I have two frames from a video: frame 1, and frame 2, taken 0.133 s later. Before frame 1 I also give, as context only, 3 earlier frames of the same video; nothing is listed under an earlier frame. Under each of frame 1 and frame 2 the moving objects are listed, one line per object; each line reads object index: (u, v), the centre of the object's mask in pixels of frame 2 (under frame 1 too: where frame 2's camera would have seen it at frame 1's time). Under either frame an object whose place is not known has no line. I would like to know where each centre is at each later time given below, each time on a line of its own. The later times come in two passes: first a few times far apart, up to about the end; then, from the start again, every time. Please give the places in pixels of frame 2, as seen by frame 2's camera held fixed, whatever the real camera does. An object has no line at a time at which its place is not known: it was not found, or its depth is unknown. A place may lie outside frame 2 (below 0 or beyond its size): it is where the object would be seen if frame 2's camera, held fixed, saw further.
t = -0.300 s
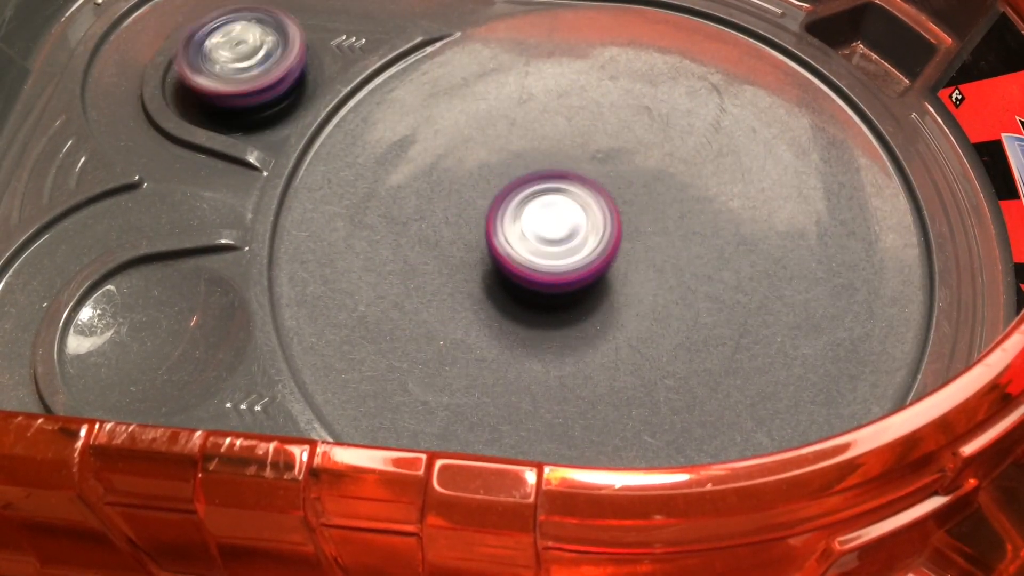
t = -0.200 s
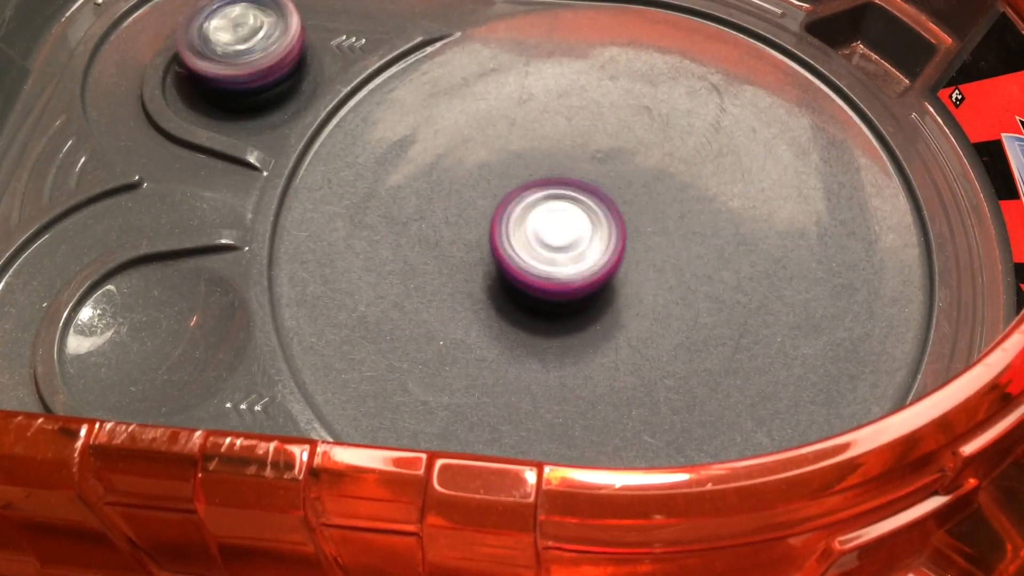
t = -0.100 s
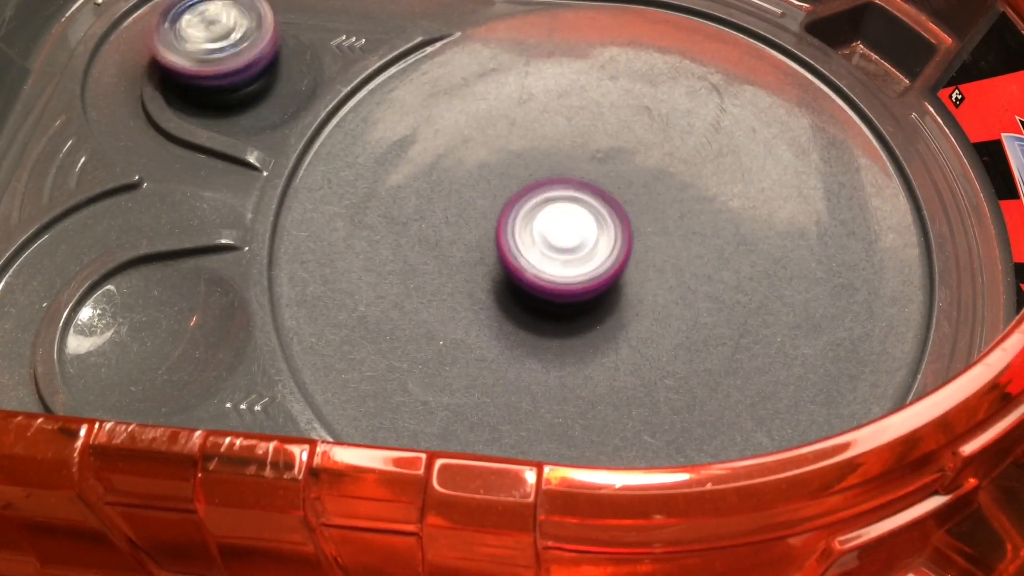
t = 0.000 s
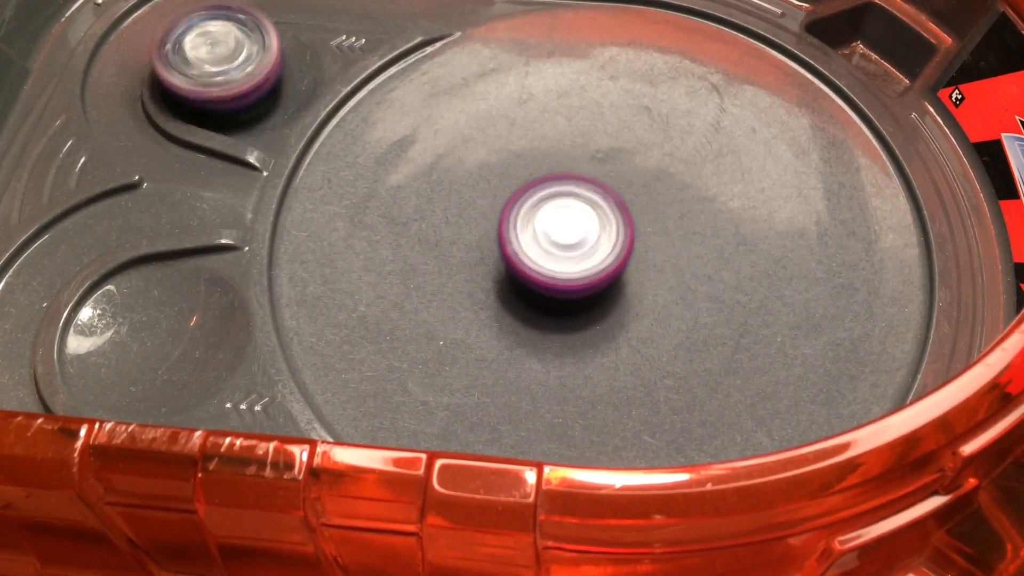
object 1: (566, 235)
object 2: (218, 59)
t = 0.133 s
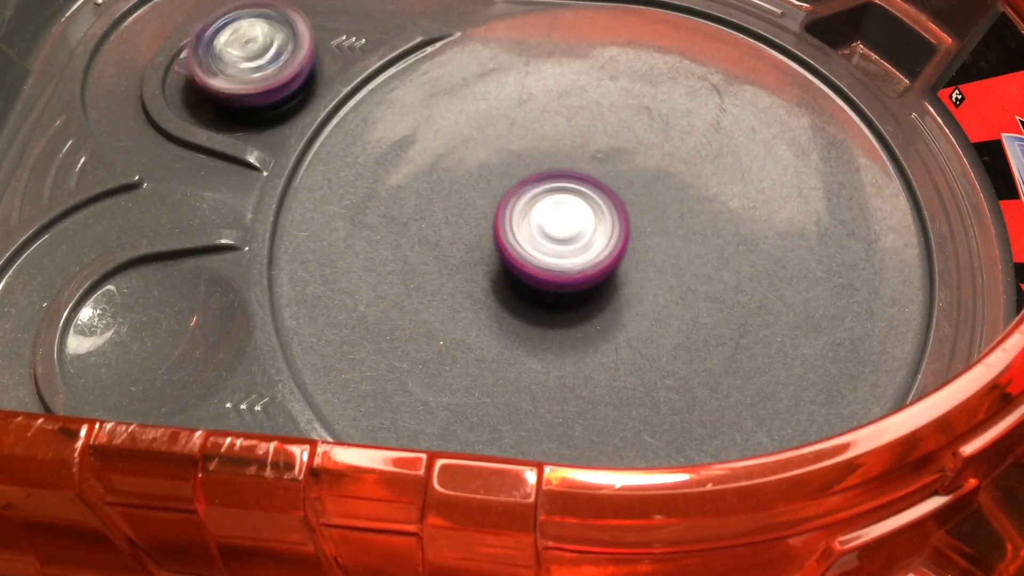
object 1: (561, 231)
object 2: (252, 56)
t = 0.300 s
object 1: (556, 228)
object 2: (221, 42)
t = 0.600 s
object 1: (556, 231)
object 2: (247, 53)
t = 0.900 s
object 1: (557, 232)
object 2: (230, 60)
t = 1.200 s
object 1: (558, 237)
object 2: (211, 54)
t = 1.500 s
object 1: (560, 239)
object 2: (230, 43)
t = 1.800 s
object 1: (559, 237)
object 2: (255, 49)
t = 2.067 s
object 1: (557, 236)
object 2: (237, 61)
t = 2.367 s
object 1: (559, 235)
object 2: (228, 51)
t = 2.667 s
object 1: (559, 235)
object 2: (217, 51)
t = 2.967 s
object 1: (559, 234)
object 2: (219, 45)
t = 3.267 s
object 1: (560, 237)
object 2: (237, 40)
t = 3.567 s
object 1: (558, 239)
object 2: (252, 50)
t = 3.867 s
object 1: (561, 241)
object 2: (245, 56)
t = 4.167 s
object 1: (558, 241)
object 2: (214, 57)
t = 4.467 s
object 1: (558, 242)
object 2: (224, 42)
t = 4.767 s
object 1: (558, 243)
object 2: (246, 50)
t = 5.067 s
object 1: (559, 243)
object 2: (222, 62)
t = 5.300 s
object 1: (558, 243)
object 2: (232, 44)
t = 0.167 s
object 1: (560, 229)
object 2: (253, 51)
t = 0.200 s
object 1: (558, 229)
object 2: (249, 47)
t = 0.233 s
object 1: (558, 229)
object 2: (242, 43)
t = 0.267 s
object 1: (557, 228)
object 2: (233, 42)
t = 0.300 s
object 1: (556, 228)
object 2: (221, 42)
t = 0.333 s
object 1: (555, 228)
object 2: (212, 45)
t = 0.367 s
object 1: (555, 228)
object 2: (214, 50)
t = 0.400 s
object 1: (555, 229)
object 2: (221, 58)
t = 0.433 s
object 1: (554, 230)
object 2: (229, 65)
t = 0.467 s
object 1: (554, 230)
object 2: (238, 67)
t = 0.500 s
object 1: (555, 231)
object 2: (243, 66)
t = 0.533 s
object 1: (555, 231)
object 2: (249, 63)
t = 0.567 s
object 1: (556, 231)
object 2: (248, 59)
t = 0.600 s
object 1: (556, 231)
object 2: (247, 53)
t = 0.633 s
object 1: (556, 231)
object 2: (243, 50)
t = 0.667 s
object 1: (556, 231)
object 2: (238, 48)
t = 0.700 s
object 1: (556, 232)
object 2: (233, 49)
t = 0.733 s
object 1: (556, 231)
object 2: (226, 51)
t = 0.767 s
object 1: (556, 231)
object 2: (220, 53)
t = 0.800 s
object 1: (557, 231)
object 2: (217, 57)
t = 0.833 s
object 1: (557, 232)
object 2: (217, 61)
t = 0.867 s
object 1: (557, 232)
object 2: (223, 61)
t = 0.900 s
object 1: (557, 232)
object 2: (230, 60)
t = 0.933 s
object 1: (557, 232)
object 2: (235, 58)
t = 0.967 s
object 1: (557, 233)
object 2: (239, 54)
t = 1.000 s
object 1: (557, 233)
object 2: (239, 50)
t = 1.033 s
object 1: (557, 234)
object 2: (235, 48)
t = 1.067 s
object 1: (558, 234)
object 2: (229, 45)
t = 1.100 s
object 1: (558, 235)
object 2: (221, 45)
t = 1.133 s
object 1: (558, 235)
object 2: (215, 46)
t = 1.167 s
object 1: (558, 236)
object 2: (210, 49)
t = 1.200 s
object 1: (558, 237)
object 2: (211, 54)
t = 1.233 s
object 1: (558, 237)
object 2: (220, 57)
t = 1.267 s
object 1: (558, 237)
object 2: (232, 58)
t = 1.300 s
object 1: (558, 238)
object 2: (241, 56)
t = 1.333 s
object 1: (558, 238)
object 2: (250, 52)
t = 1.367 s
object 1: (559, 239)
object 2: (253, 49)
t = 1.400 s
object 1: (559, 239)
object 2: (253, 46)
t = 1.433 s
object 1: (559, 239)
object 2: (248, 43)
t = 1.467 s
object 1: (559, 239)
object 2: (240, 43)
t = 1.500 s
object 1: (560, 239)
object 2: (230, 43)
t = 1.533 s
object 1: (561, 239)
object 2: (221, 44)
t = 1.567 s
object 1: (561, 238)
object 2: (215, 49)
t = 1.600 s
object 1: (561, 237)
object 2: (212, 54)
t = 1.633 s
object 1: (561, 236)
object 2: (219, 58)
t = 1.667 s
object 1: (560, 237)
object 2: (231, 63)
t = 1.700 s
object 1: (560, 236)
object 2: (242, 61)
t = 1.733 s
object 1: (559, 236)
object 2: (251, 58)
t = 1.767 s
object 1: (559, 236)
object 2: (255, 53)
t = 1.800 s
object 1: (559, 237)
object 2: (255, 49)
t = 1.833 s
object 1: (559, 236)
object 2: (250, 45)
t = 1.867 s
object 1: (559, 236)
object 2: (239, 43)
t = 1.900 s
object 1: (559, 236)
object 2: (227, 43)
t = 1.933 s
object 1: (559, 236)
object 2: (218, 44)
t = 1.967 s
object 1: (559, 235)
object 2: (211, 49)
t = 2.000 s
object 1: (558, 235)
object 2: (217, 54)
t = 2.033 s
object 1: (558, 235)
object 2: (228, 60)
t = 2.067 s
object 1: (557, 236)
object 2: (237, 61)
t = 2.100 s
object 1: (558, 236)
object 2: (245, 61)
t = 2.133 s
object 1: (558, 236)
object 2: (251, 56)
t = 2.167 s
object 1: (559, 236)
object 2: (253, 50)
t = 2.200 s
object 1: (558, 236)
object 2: (249, 47)
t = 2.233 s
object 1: (558, 235)
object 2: (239, 43)
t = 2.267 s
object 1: (558, 235)
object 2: (229, 43)
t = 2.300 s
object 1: (558, 235)
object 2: (217, 44)
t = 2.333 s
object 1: (559, 235)
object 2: (220, 47)
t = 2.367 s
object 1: (559, 235)
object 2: (228, 51)
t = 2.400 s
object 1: (559, 235)
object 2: (232, 55)
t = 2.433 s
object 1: (558, 234)
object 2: (239, 55)
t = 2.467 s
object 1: (558, 235)
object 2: (244, 55)
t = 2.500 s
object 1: (559, 235)
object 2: (247, 52)
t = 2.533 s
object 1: (559, 235)
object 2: (248, 50)
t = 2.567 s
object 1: (559, 234)
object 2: (242, 47)
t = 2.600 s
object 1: (559, 235)
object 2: (233, 45)
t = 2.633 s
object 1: (558, 235)
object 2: (224, 48)
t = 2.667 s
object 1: (559, 235)
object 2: (217, 51)
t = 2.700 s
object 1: (558, 235)
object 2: (213, 53)
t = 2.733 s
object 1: (558, 235)
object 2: (219, 56)
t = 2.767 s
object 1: (559, 235)
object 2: (227, 58)
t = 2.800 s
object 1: (559, 235)
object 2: (235, 58)
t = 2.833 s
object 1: (559, 235)
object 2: (242, 54)
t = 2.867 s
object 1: (559, 235)
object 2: (242, 50)
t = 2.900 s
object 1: (559, 235)
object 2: (238, 46)
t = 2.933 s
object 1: (559, 235)
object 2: (229, 44)
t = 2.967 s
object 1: (559, 234)
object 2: (219, 45)
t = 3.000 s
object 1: (560, 235)
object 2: (213, 48)
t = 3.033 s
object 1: (559, 235)
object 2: (212, 54)
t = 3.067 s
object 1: (559, 235)
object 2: (224, 59)
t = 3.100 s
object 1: (560, 235)
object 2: (234, 59)
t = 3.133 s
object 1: (560, 236)
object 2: (246, 55)
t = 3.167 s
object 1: (559, 236)
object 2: (251, 50)
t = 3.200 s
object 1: (560, 235)
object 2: (252, 45)
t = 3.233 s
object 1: (560, 235)
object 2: (248, 41)
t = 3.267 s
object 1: (560, 237)
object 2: (237, 40)
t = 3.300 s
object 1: (558, 236)
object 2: (226, 42)
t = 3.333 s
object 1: (558, 236)
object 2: (216, 45)
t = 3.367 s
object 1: (558, 235)
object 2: (212, 51)
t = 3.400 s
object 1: (557, 236)
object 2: (212, 57)
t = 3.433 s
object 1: (556, 238)
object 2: (220, 62)
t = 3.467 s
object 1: (556, 239)
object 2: (231, 64)
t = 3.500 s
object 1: (556, 240)
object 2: (243, 62)
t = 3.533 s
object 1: (556, 240)
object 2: (250, 56)
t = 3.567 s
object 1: (558, 239)
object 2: (252, 50)
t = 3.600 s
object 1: (558, 241)
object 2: (249, 45)
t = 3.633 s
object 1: (559, 242)
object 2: (239, 43)
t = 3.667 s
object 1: (560, 243)
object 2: (230, 43)
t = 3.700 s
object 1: (560, 242)
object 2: (218, 42)
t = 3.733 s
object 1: (560, 242)
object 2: (211, 46)
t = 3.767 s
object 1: (561, 241)
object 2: (214, 51)
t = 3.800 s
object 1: (561, 241)
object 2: (226, 56)
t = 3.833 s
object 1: (562, 240)
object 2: (235, 57)
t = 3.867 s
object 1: (561, 241)
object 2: (245, 56)
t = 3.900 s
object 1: (560, 241)
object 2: (250, 53)
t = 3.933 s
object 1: (560, 240)
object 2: (254, 49)
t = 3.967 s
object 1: (560, 241)
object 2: (254, 45)
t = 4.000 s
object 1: (560, 242)
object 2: (249, 43)
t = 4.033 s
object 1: (560, 242)
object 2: (239, 44)
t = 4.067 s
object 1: (560, 242)
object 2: (230, 45)
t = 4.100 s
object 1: (559, 242)
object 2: (221, 49)
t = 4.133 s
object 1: (558, 241)
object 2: (216, 52)
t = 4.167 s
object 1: (558, 241)
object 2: (214, 57)
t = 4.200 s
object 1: (558, 241)
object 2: (219, 61)
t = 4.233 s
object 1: (558, 241)
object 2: (226, 63)
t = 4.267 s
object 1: (558, 241)
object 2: (234, 62)
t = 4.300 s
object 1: (559, 241)
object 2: (237, 58)
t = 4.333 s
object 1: (559, 241)
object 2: (240, 54)
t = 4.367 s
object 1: (558, 242)
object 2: (238, 50)
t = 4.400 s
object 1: (558, 242)
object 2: (236, 47)
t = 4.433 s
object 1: (558, 242)
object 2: (229, 45)
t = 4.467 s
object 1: (558, 242)
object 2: (224, 42)
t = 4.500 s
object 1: (558, 242)
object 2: (217, 47)
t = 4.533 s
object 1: (558, 242)
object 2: (215, 48)
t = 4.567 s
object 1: (558, 242)
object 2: (214, 52)
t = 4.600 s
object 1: (558, 242)
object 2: (218, 54)
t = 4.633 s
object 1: (558, 243)
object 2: (223, 57)
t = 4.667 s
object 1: (558, 242)
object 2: (230, 57)
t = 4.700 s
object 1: (558, 242)
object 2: (236, 56)
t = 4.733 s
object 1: (558, 243)
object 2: (243, 53)
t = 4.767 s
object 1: (558, 243)
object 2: (246, 50)
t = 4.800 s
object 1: (558, 243)
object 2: (245, 48)
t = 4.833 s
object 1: (558, 243)
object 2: (242, 46)
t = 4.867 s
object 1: (558, 243)
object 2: (234, 45)
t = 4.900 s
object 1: (558, 243)
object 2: (230, 45)
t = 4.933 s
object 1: (559, 243)
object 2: (223, 48)
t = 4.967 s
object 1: (558, 243)
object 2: (221, 49)
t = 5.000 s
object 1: (558, 243)
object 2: (217, 54)
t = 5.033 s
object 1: (558, 243)
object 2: (220, 57)
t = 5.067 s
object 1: (559, 243)
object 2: (222, 62)
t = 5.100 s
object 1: (558, 243)
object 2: (229, 64)
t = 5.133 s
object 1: (558, 243)
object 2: (234, 61)
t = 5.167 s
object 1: (558, 243)
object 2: (239, 57)
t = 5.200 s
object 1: (559, 243)
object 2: (242, 52)
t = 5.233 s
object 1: (559, 243)
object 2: (240, 49)
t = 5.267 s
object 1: (558, 243)
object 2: (238, 47)
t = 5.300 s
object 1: (558, 243)
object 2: (232, 44)
